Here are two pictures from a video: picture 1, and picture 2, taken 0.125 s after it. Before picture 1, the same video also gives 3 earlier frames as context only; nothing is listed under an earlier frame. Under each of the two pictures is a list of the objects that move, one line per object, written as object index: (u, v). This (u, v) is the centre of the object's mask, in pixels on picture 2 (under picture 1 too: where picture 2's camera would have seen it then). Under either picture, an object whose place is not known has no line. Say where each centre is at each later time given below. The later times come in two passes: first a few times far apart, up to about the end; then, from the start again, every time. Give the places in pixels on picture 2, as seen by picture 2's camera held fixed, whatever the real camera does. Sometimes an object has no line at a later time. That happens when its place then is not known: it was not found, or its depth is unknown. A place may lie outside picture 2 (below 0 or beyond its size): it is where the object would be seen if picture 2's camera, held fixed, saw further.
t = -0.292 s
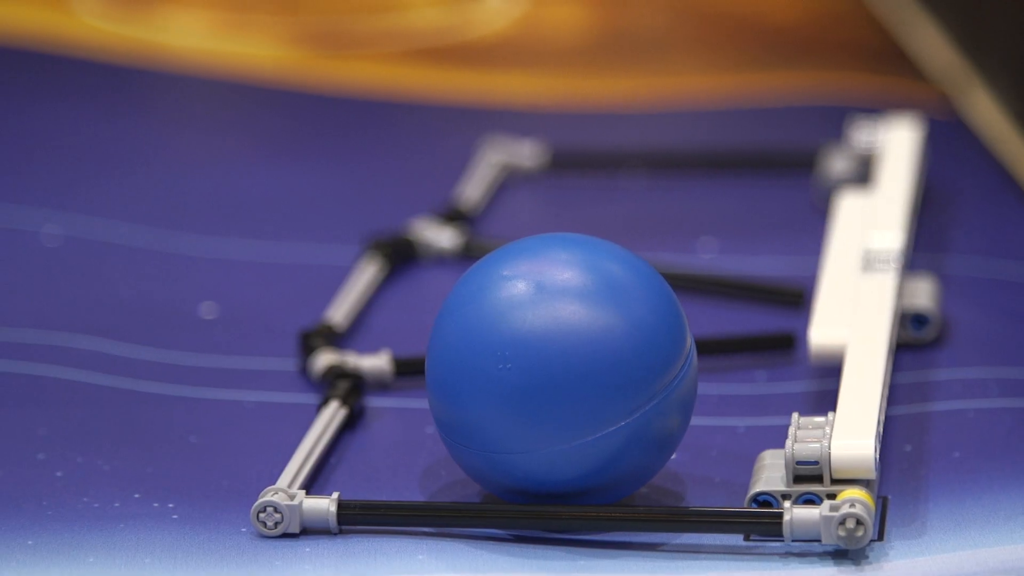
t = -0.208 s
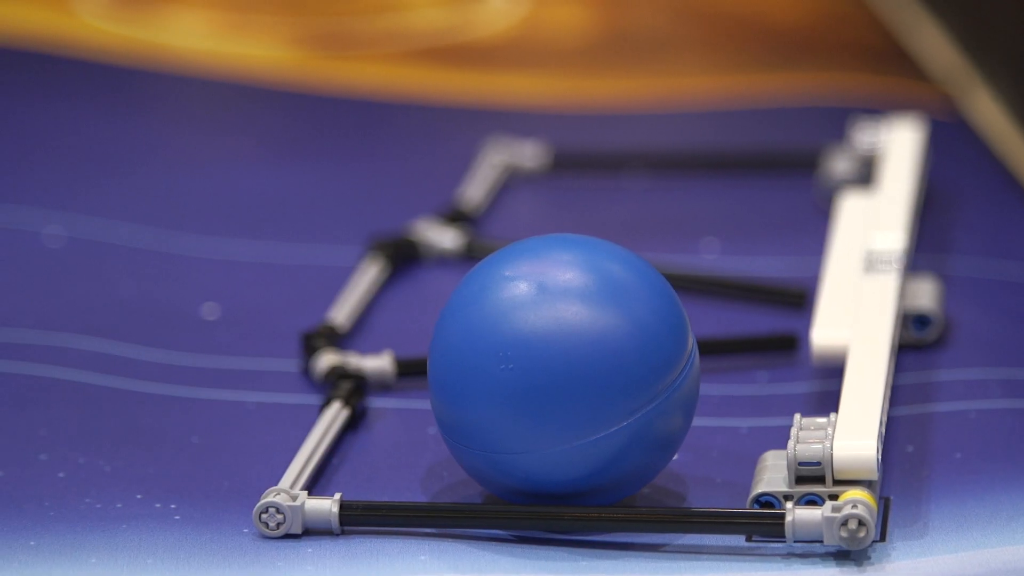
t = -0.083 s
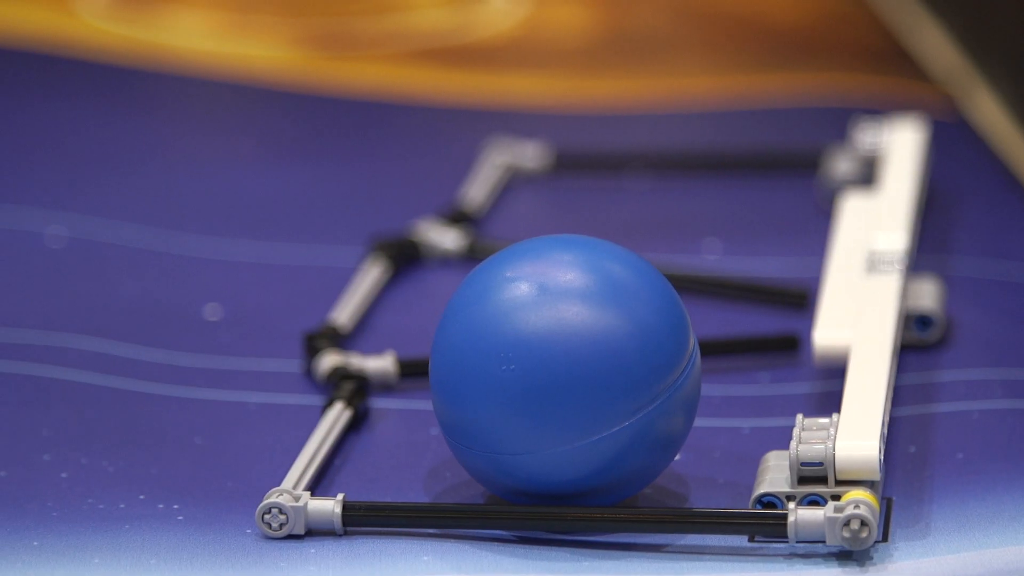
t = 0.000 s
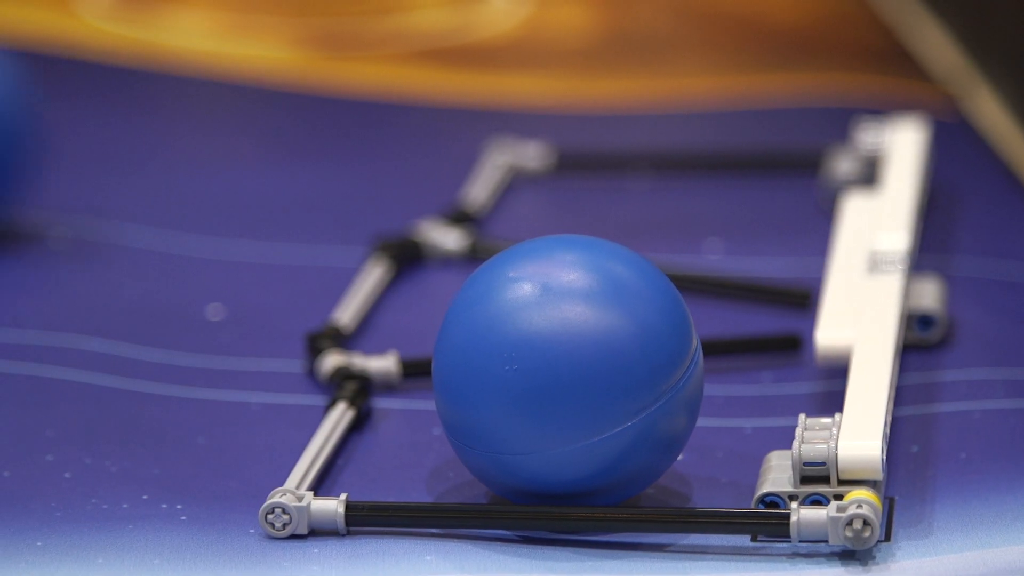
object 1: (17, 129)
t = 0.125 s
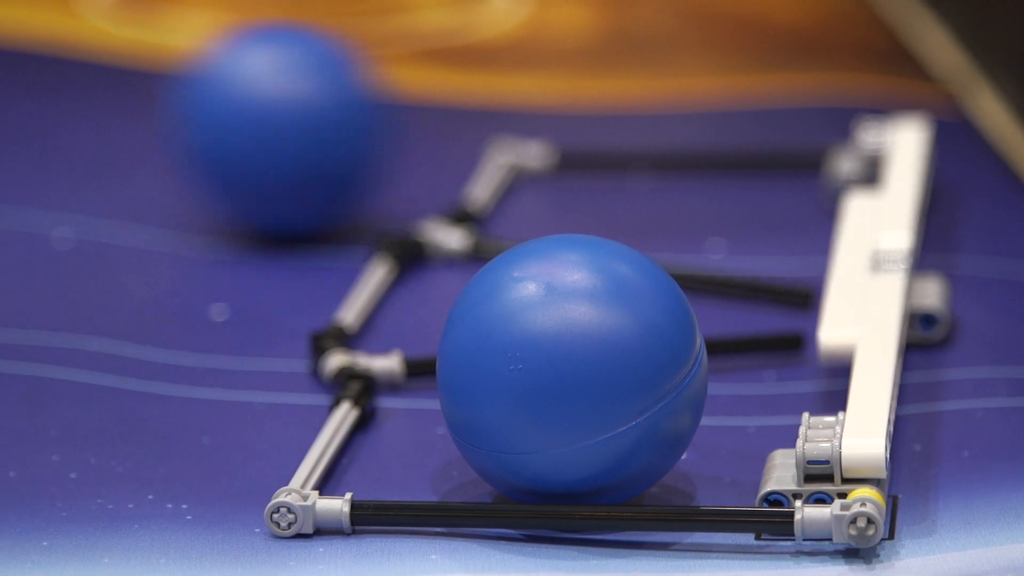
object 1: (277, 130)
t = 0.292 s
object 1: (610, 103)
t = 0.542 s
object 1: (730, 108)
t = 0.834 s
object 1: (668, 124)
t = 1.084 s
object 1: (542, 122)
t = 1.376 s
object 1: (556, 111)
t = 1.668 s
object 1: (599, 96)
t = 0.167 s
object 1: (391, 119)
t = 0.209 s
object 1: (459, 89)
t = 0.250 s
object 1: (531, 97)
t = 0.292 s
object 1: (610, 103)
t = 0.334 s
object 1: (690, 100)
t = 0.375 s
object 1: (760, 89)
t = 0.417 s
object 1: (778, 78)
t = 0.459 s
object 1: (764, 90)
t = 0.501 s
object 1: (744, 103)
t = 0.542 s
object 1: (730, 108)
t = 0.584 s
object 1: (721, 110)
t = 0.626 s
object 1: (718, 113)
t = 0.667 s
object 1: (714, 116)
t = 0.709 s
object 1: (707, 119)
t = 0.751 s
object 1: (697, 122)
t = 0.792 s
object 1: (684, 124)
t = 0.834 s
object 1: (668, 124)
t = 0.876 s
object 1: (649, 125)
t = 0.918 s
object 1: (628, 126)
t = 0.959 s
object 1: (606, 124)
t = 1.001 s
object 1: (582, 123)
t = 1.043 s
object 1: (560, 122)
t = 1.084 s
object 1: (542, 122)
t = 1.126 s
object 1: (542, 121)
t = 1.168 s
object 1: (541, 119)
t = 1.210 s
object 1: (542, 118)
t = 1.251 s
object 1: (545, 116)
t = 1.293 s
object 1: (548, 114)
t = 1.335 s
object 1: (552, 113)
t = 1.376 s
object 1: (556, 111)
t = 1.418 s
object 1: (562, 109)
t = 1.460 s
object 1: (568, 107)
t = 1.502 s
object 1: (575, 104)
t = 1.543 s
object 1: (582, 102)
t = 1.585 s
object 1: (588, 100)
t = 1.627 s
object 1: (594, 98)
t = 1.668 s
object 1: (599, 96)
